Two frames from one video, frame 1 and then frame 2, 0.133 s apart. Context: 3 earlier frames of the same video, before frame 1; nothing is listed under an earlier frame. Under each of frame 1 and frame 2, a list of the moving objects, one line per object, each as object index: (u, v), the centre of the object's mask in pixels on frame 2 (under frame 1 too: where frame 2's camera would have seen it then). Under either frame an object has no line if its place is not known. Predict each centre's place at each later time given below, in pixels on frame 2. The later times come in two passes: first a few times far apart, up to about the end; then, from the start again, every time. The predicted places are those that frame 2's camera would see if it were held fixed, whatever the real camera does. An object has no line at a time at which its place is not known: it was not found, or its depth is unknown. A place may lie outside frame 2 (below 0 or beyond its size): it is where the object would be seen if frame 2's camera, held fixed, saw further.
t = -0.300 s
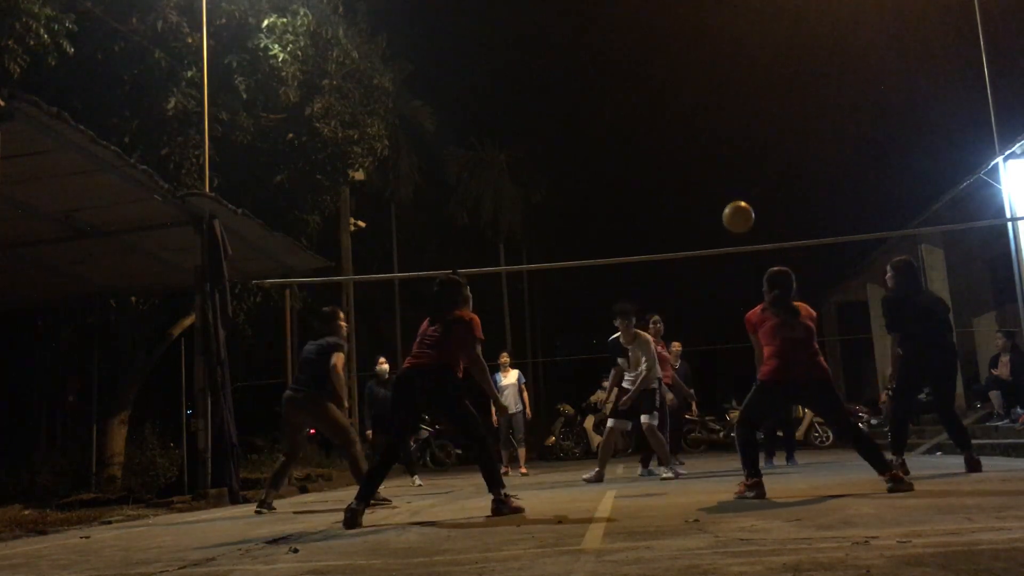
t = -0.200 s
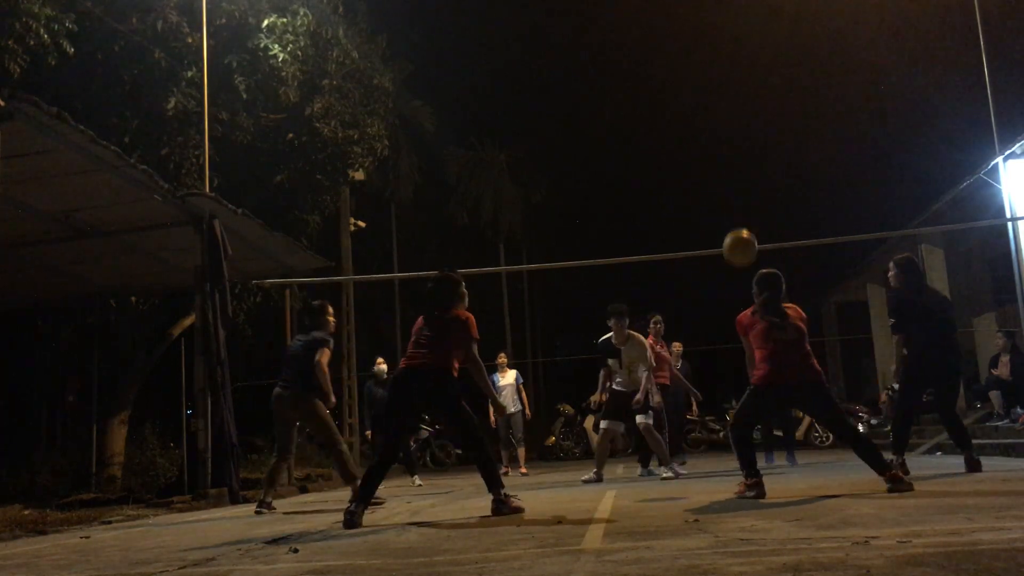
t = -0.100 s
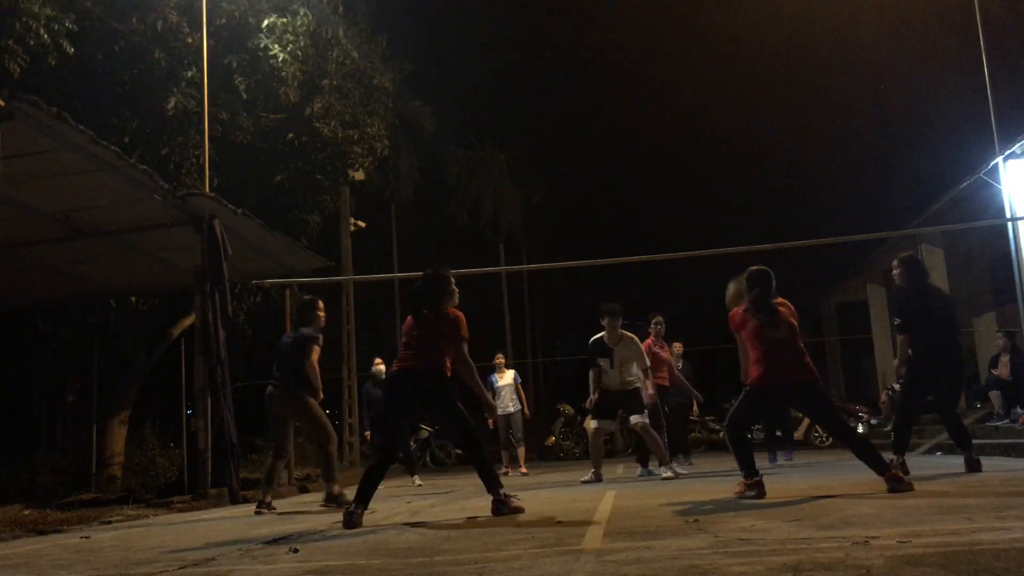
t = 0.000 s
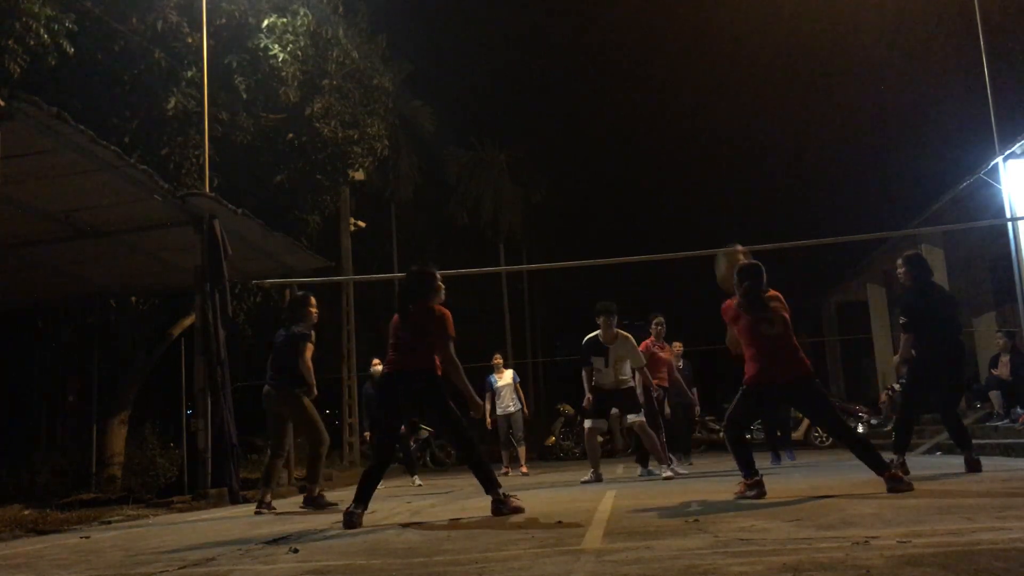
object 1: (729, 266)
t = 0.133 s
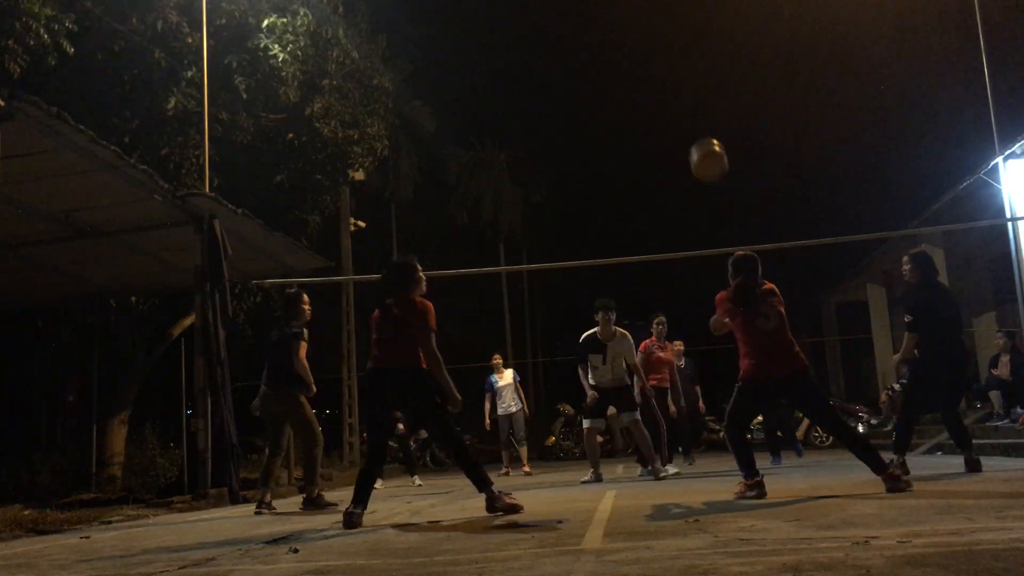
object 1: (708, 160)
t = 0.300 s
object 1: (684, 80)
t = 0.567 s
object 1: (656, 39)
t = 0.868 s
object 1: (637, 96)
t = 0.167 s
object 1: (703, 140)
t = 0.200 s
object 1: (698, 122)
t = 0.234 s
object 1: (693, 106)
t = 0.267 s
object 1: (688, 92)
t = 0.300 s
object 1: (684, 80)
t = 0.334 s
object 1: (679, 70)
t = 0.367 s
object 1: (675, 61)
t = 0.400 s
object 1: (672, 54)
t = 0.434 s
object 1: (668, 48)
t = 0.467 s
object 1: (665, 44)
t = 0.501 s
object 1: (662, 41)
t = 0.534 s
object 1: (659, 39)
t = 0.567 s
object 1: (656, 39)
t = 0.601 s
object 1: (653, 41)
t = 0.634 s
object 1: (651, 44)
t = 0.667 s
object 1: (648, 47)
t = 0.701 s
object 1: (646, 53)
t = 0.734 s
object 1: (644, 59)
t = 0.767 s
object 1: (642, 67)
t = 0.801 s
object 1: (640, 75)
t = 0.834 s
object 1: (638, 86)
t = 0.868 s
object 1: (637, 96)
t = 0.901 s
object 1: (636, 108)
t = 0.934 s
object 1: (634, 121)
